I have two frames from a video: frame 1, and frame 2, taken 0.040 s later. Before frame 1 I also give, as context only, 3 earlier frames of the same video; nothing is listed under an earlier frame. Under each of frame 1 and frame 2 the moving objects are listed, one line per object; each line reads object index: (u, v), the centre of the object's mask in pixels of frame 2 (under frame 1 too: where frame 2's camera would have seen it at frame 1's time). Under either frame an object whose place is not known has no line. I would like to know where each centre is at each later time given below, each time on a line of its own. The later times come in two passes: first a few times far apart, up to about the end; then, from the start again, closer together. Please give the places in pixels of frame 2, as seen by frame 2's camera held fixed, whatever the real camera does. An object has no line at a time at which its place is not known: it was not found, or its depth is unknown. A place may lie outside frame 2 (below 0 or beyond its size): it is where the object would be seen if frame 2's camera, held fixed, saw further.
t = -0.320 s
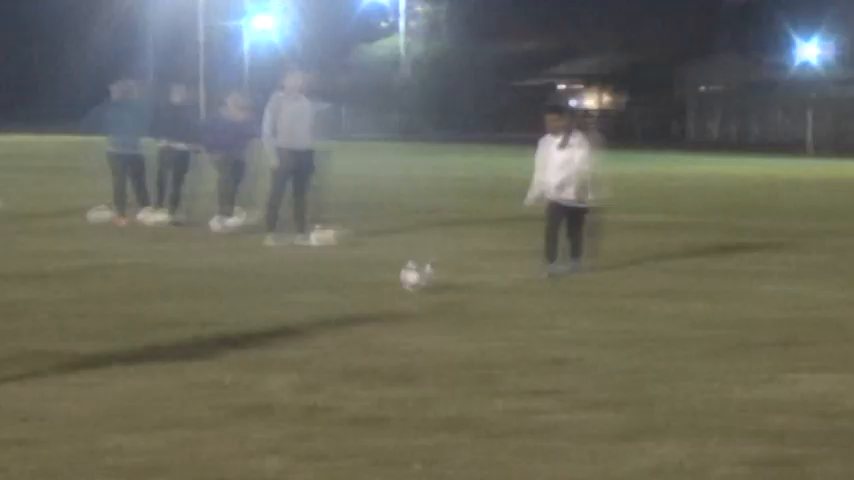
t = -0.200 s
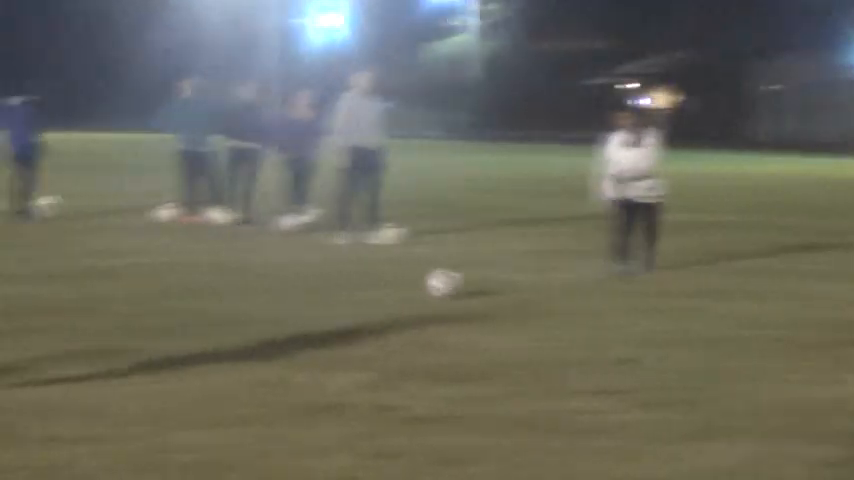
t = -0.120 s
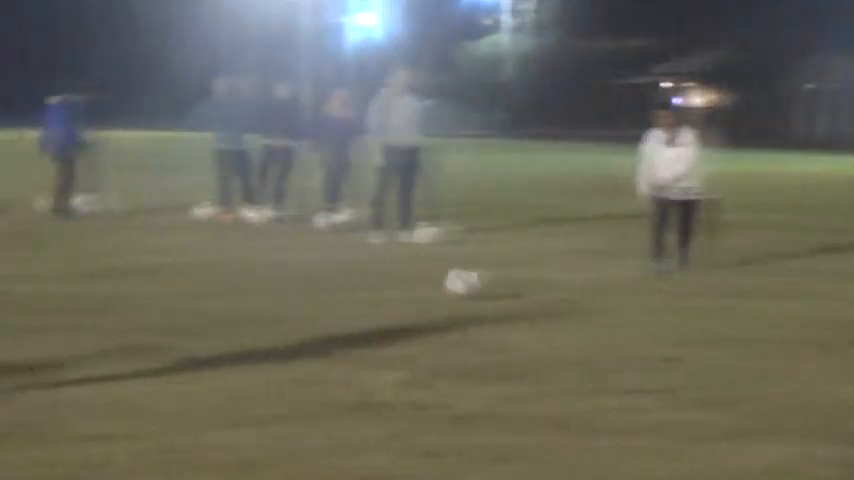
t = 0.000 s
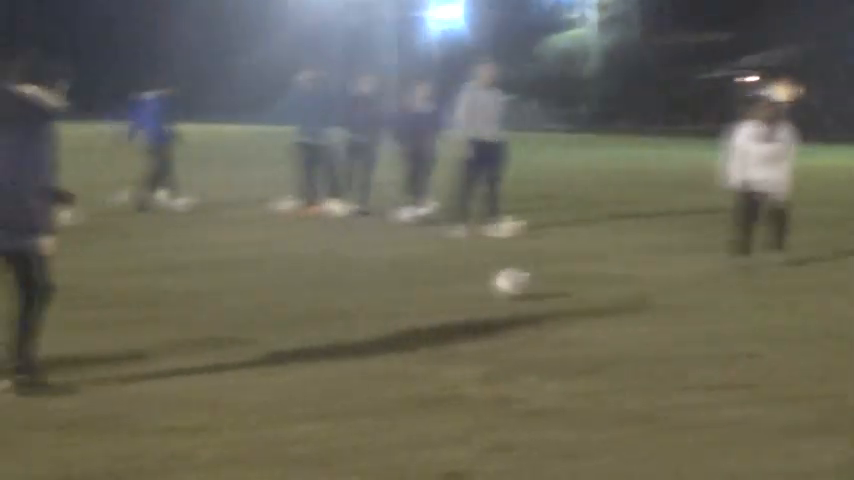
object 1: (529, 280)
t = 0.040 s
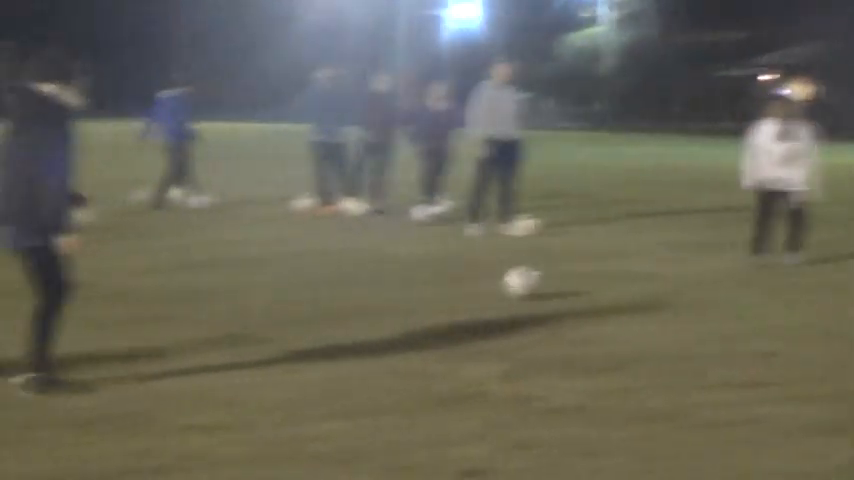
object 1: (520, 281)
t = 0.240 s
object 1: (482, 291)
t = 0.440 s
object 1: (445, 298)
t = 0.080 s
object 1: (513, 282)
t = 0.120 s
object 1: (500, 287)
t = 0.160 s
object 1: (495, 287)
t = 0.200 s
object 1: (488, 288)
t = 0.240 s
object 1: (482, 291)
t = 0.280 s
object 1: (476, 293)
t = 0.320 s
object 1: (464, 295)
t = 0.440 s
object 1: (445, 298)
